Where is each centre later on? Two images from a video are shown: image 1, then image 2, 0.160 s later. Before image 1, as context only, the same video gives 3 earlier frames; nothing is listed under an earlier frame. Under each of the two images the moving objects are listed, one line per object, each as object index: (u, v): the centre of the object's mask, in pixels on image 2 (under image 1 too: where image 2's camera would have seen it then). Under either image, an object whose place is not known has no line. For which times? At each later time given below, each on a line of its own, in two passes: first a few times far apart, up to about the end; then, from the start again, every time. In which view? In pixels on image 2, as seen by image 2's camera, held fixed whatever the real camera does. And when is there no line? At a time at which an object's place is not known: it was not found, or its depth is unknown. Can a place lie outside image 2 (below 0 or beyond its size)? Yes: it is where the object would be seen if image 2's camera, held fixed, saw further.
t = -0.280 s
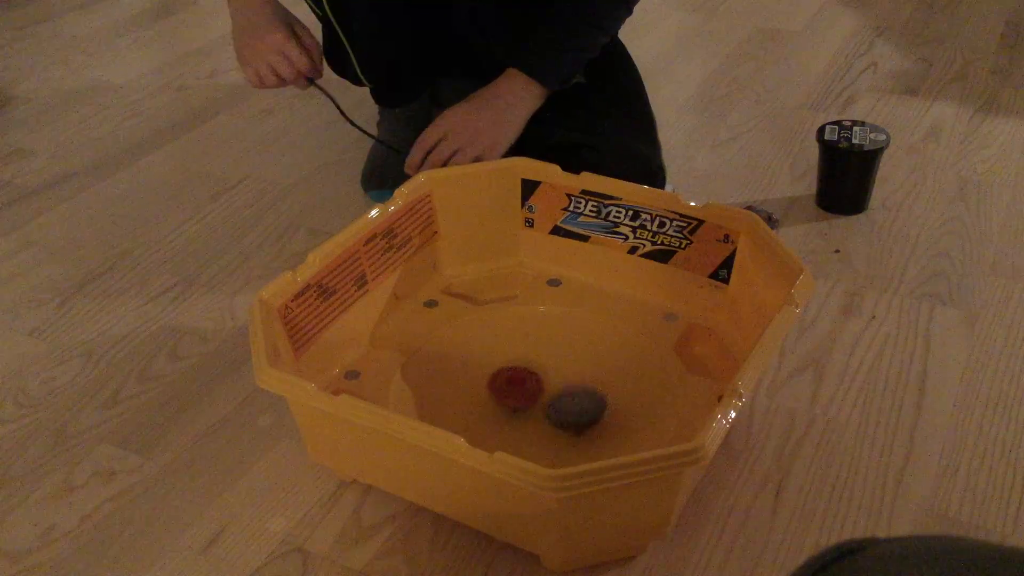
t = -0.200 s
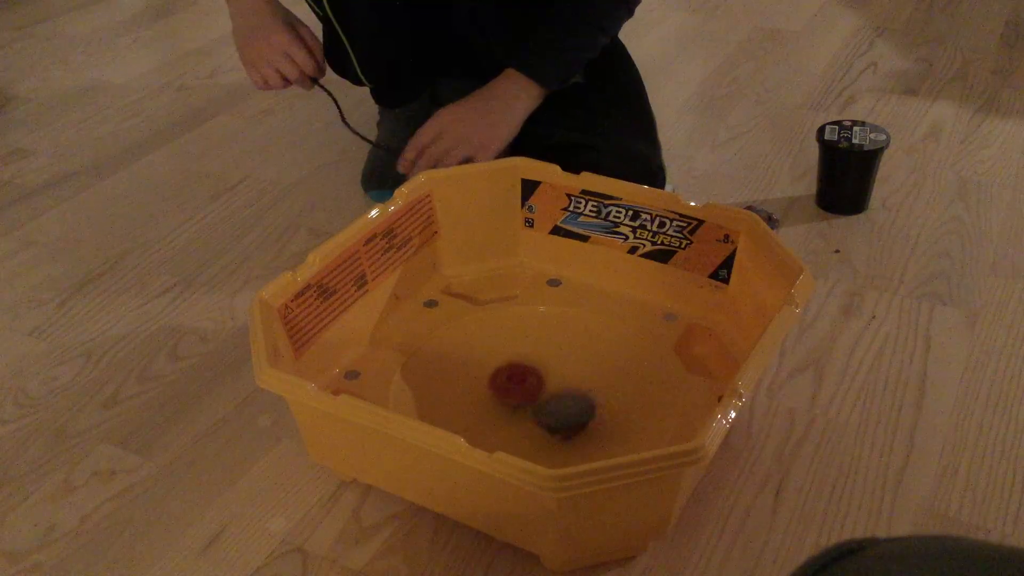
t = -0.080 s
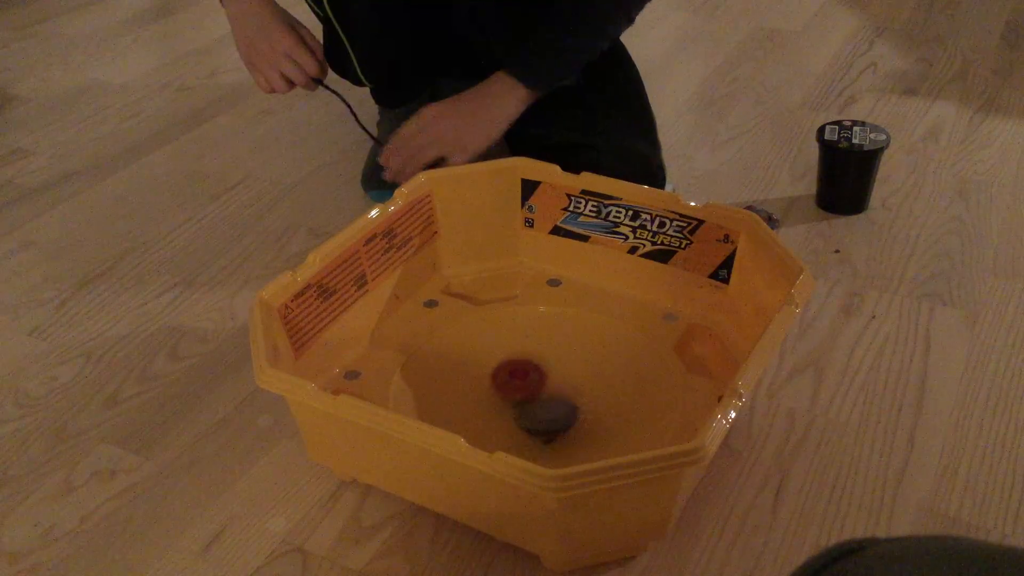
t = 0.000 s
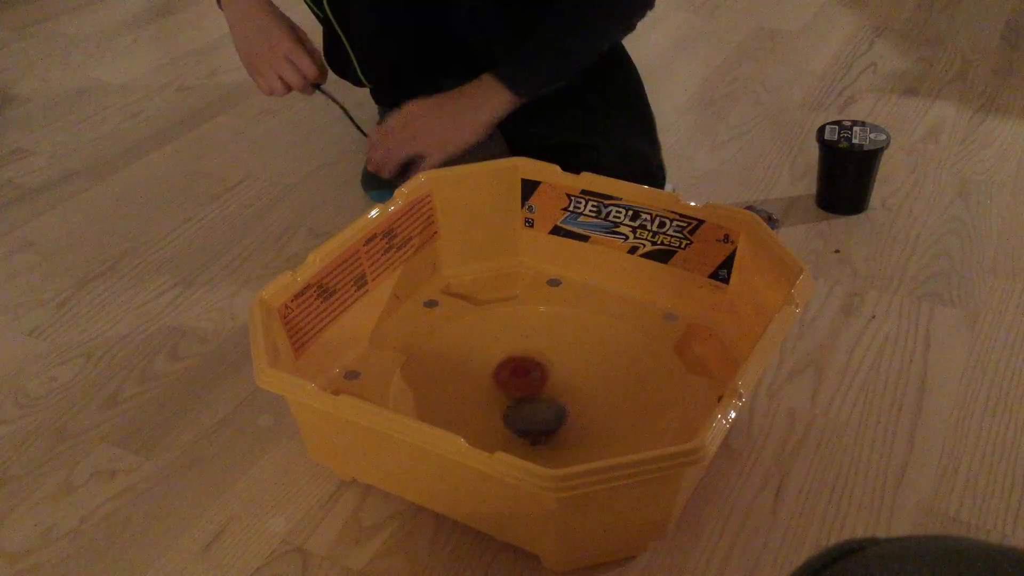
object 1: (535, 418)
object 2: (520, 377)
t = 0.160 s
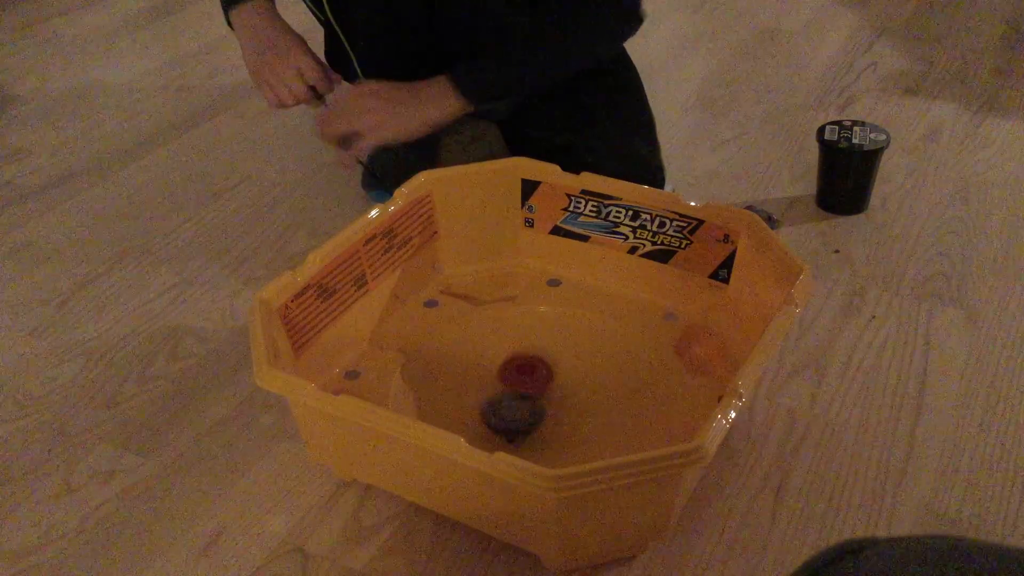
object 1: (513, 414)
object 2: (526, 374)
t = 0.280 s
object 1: (499, 411)
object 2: (531, 376)
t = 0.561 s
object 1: (487, 392)
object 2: (552, 381)
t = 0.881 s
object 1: (498, 365)
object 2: (567, 386)
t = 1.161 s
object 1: (517, 357)
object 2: (561, 390)
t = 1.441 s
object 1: (530, 350)
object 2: (558, 411)
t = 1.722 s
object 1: (558, 364)
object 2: (528, 411)
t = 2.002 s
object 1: (612, 342)
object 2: (449, 421)
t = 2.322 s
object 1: (593, 370)
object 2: (461, 391)
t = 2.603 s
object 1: (557, 419)
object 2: (513, 360)
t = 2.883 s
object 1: (527, 437)
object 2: (563, 385)
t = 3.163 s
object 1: (485, 422)
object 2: (553, 416)
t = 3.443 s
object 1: (464, 379)
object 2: (538, 412)
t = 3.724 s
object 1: (512, 346)
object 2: (529, 391)
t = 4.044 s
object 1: (589, 360)
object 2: (541, 397)
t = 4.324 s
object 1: (610, 405)
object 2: (524, 395)
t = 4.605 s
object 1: (548, 432)
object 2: (503, 374)
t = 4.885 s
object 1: (484, 403)
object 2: (531, 370)
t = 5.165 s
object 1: (497, 358)
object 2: (557, 388)
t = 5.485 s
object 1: (566, 353)
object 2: (527, 403)
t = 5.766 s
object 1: (586, 394)
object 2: (509, 384)
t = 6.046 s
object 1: (531, 423)
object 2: (535, 369)
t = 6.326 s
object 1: (483, 394)
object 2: (560, 382)
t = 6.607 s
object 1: (509, 360)
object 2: (545, 404)
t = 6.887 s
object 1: (566, 366)
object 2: (514, 399)
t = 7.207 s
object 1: (570, 409)
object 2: (517, 378)
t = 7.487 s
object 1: (515, 415)
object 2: (548, 377)
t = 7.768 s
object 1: (497, 381)
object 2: (558, 391)
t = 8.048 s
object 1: (531, 354)
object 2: (545, 419)
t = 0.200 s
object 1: (508, 414)
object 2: (527, 374)
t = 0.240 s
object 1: (503, 412)
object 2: (529, 375)
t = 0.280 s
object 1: (499, 411)
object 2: (531, 376)
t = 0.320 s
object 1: (496, 408)
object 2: (535, 377)
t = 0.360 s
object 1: (492, 406)
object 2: (537, 378)
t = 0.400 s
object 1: (490, 404)
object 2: (540, 378)
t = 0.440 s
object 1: (488, 400)
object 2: (543, 379)
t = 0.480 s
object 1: (488, 396)
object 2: (546, 379)
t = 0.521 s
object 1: (487, 395)
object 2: (548, 381)
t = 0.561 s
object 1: (487, 392)
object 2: (552, 381)
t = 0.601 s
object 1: (488, 389)
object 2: (553, 383)
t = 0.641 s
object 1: (490, 385)
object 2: (555, 382)
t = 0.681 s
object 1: (491, 382)
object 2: (556, 382)
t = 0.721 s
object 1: (493, 378)
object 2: (557, 383)
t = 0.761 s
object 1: (495, 374)
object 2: (558, 383)
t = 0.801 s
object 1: (497, 371)
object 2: (561, 384)
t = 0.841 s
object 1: (497, 367)
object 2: (565, 384)
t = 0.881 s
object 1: (498, 365)
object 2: (567, 386)
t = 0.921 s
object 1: (499, 363)
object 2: (569, 387)
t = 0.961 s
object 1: (501, 361)
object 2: (569, 386)
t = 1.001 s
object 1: (504, 359)
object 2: (569, 386)
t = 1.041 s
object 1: (506, 358)
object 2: (568, 387)
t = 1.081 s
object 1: (509, 357)
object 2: (566, 388)
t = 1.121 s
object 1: (513, 357)
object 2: (564, 389)
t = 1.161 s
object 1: (517, 357)
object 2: (561, 390)
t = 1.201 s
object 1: (519, 354)
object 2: (560, 394)
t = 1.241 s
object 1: (520, 352)
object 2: (560, 399)
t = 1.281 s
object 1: (521, 350)
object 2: (560, 402)
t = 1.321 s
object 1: (523, 349)
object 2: (559, 406)
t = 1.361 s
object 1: (525, 348)
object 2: (559, 408)
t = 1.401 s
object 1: (527, 349)
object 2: (559, 410)
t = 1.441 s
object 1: (530, 350)
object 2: (558, 411)
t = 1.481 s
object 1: (533, 350)
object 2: (556, 412)
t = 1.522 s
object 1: (536, 352)
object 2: (554, 413)
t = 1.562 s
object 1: (540, 355)
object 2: (550, 413)
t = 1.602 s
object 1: (543, 358)
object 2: (547, 413)
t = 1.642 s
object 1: (546, 360)
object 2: (544, 412)
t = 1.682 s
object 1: (550, 364)
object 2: (540, 410)
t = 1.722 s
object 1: (558, 364)
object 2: (528, 411)
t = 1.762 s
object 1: (577, 356)
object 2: (505, 421)
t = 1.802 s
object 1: (591, 350)
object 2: (486, 428)
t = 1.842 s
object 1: (599, 346)
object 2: (478, 428)
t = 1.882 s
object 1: (603, 343)
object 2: (471, 427)
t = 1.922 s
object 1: (608, 342)
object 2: (461, 425)
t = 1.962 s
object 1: (610, 342)
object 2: (456, 424)
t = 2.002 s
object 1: (612, 342)
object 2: (449, 421)
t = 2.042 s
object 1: (614, 344)
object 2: (441, 417)
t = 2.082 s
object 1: (615, 346)
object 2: (438, 415)
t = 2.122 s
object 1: (614, 348)
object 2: (437, 413)
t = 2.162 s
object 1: (611, 353)
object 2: (438, 410)
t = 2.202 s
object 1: (608, 356)
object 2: (440, 407)
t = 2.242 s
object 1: (604, 361)
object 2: (445, 404)
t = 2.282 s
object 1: (600, 365)
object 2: (453, 398)
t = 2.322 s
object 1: (593, 370)
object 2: (461, 391)
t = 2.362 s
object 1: (586, 375)
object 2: (469, 385)
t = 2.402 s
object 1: (578, 380)
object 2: (480, 382)
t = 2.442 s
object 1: (568, 386)
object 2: (492, 377)
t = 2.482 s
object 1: (560, 389)
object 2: (501, 372)
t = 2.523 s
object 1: (559, 398)
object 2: (505, 366)
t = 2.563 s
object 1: (559, 411)
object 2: (508, 363)
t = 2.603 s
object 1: (557, 419)
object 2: (513, 360)
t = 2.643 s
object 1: (554, 426)
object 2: (522, 362)
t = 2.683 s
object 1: (550, 430)
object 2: (533, 362)
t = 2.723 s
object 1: (547, 433)
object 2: (540, 365)
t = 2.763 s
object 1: (543, 436)
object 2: (548, 371)
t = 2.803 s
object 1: (538, 437)
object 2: (556, 374)
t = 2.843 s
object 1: (533, 437)
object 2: (559, 380)
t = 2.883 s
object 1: (527, 437)
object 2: (563, 385)
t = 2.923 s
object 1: (523, 437)
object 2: (565, 391)
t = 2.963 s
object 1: (519, 434)
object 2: (564, 398)
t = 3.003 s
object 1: (513, 432)
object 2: (564, 403)
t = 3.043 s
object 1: (508, 430)
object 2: (560, 407)
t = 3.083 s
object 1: (499, 427)
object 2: (560, 411)
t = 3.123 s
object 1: (492, 424)
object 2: (557, 414)
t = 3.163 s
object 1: (485, 422)
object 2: (553, 416)
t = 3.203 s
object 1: (475, 415)
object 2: (555, 416)
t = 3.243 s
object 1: (469, 409)
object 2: (551, 418)
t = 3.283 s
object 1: (466, 404)
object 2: (550, 418)
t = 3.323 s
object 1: (462, 397)
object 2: (545, 417)
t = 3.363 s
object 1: (461, 391)
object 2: (544, 416)
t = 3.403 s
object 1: (461, 386)
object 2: (539, 414)
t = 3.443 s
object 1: (464, 379)
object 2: (538, 412)
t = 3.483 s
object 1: (467, 372)
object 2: (535, 408)
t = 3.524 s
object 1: (472, 367)
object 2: (532, 405)
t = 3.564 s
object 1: (479, 362)
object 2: (528, 400)
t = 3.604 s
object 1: (486, 358)
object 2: (527, 396)
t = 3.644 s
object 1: (493, 353)
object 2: (526, 393)
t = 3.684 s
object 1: (502, 348)
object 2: (525, 391)
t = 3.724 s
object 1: (512, 346)
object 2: (529, 391)
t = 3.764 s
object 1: (521, 344)
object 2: (530, 392)
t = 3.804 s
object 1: (532, 343)
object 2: (535, 393)
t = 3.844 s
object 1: (543, 343)
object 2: (535, 394)
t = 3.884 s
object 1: (553, 345)
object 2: (537, 393)
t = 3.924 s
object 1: (564, 348)
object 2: (538, 395)
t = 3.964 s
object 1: (573, 352)
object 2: (539, 396)
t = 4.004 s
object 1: (581, 356)
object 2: (539, 398)
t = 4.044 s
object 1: (589, 360)
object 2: (541, 397)
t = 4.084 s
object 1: (595, 365)
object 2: (541, 397)
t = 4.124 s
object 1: (600, 371)
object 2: (541, 397)
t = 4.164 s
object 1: (603, 378)
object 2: (541, 397)
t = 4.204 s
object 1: (606, 385)
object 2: (541, 396)
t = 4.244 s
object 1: (610, 393)
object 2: (536, 397)
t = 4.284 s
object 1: (612, 397)
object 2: (527, 396)
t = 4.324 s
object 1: (610, 405)
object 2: (524, 395)
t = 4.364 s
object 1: (606, 411)
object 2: (518, 392)
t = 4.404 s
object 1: (601, 417)
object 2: (515, 389)
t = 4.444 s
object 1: (592, 422)
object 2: (509, 386)
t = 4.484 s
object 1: (582, 427)
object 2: (508, 383)
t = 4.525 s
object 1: (571, 430)
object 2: (503, 380)
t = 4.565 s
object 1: (561, 432)
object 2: (504, 376)
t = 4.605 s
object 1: (548, 432)
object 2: (503, 374)
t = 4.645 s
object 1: (537, 431)
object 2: (505, 372)
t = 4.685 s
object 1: (526, 429)
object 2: (507, 372)
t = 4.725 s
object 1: (515, 426)
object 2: (509, 370)
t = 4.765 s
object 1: (506, 420)
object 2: (514, 372)
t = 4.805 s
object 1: (499, 414)
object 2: (517, 371)
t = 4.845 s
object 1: (490, 411)
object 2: (525, 371)
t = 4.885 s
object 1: (484, 403)
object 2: (531, 370)
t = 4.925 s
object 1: (481, 396)
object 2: (539, 372)
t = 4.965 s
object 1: (479, 389)
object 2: (542, 373)
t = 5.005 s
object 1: (480, 382)
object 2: (548, 375)
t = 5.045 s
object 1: (482, 375)
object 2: (552, 379)
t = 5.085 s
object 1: (486, 369)
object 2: (555, 380)
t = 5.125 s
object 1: (491, 362)
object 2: (557, 384)
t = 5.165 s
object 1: (497, 358)
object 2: (557, 388)
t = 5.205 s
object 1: (505, 353)
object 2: (557, 393)
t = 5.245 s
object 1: (513, 350)
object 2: (554, 396)
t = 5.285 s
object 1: (522, 347)
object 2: (553, 400)
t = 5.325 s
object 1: (532, 346)
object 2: (548, 402)
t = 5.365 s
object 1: (541, 346)
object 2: (543, 404)
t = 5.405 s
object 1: (550, 348)
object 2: (538, 403)
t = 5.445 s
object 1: (559, 350)
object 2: (531, 405)
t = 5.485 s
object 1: (566, 353)
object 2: (527, 403)
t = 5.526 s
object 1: (573, 357)
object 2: (520, 404)
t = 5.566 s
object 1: (579, 362)
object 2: (517, 401)
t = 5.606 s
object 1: (583, 367)
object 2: (512, 399)
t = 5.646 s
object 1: (586, 373)
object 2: (510, 394)
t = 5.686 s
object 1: (587, 380)
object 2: (508, 392)
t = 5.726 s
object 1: (587, 387)
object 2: (507, 387)
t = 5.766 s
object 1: (586, 394)
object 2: (509, 384)
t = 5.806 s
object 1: (583, 400)
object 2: (508, 382)
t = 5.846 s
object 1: (577, 407)
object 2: (513, 376)
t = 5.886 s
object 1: (571, 412)
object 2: (515, 375)
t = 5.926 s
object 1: (561, 416)
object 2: (519, 371)
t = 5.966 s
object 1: (552, 419)
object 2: (524, 371)
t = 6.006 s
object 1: (542, 422)
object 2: (528, 369)
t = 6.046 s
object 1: (531, 423)
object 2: (535, 369)
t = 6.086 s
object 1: (521, 422)
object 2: (538, 370)
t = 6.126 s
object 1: (512, 420)
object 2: (544, 370)
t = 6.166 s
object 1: (503, 417)
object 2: (548, 373)
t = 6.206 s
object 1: (496, 413)
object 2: (552, 374)
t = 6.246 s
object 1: (489, 407)
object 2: (556, 377)
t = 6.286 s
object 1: (485, 401)
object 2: (557, 380)
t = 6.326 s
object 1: (483, 394)
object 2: (560, 382)
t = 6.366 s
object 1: (482, 388)
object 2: (560, 387)
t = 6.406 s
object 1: (483, 382)
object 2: (560, 390)
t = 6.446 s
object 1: (486, 376)
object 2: (560, 393)
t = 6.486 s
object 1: (491, 371)
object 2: (556, 397)
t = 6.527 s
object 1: (497, 367)
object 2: (555, 399)
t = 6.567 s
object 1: (503, 363)
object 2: (550, 403)
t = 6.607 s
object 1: (509, 360)
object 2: (545, 404)
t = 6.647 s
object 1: (517, 358)
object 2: (542, 405)
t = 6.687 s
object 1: (527, 357)
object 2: (535, 405)
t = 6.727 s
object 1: (536, 357)
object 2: (531, 405)
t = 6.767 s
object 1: (545, 357)
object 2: (527, 404)
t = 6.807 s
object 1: (553, 359)
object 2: (520, 403)
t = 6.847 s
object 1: (560, 362)
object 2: (518, 403)
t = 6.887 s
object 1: (566, 366)
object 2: (514, 399)
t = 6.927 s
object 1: (572, 371)
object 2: (512, 396)
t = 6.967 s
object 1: (577, 375)
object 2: (511, 395)
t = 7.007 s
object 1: (579, 381)
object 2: (509, 392)
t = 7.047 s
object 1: (580, 386)
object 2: (511, 388)
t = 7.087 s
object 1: (580, 392)
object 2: (511, 386)
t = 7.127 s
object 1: (578, 399)
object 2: (513, 382)
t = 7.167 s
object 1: (575, 404)
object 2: (517, 380)
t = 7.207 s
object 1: (570, 409)
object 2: (517, 378)
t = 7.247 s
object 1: (563, 413)
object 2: (522, 376)
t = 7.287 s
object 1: (555, 417)
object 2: (526, 376)
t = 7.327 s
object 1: (548, 418)
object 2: (530, 374)
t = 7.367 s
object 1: (539, 419)
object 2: (537, 374)
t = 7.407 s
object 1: (531, 420)
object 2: (540, 375)
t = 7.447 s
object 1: (523, 418)
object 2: (543, 375)
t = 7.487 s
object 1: (515, 415)
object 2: (548, 377)
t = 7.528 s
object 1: (508, 412)
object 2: (550, 380)
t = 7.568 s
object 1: (502, 408)
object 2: (556, 381)
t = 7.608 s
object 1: (497, 403)
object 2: (558, 384)
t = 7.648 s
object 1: (496, 398)
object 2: (558, 385)
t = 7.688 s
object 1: (494, 392)
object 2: (560, 387)
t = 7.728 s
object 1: (495, 386)
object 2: (559, 390)
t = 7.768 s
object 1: (497, 381)
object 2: (558, 391)
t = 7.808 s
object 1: (502, 375)
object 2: (558, 394)
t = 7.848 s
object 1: (505, 371)
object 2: (555, 398)
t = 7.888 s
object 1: (507, 363)
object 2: (552, 405)
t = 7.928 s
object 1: (511, 357)
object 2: (554, 414)
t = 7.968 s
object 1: (517, 354)
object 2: (551, 419)
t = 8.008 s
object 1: (524, 354)
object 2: (548, 418)
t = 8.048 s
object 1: (531, 354)
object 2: (545, 419)
